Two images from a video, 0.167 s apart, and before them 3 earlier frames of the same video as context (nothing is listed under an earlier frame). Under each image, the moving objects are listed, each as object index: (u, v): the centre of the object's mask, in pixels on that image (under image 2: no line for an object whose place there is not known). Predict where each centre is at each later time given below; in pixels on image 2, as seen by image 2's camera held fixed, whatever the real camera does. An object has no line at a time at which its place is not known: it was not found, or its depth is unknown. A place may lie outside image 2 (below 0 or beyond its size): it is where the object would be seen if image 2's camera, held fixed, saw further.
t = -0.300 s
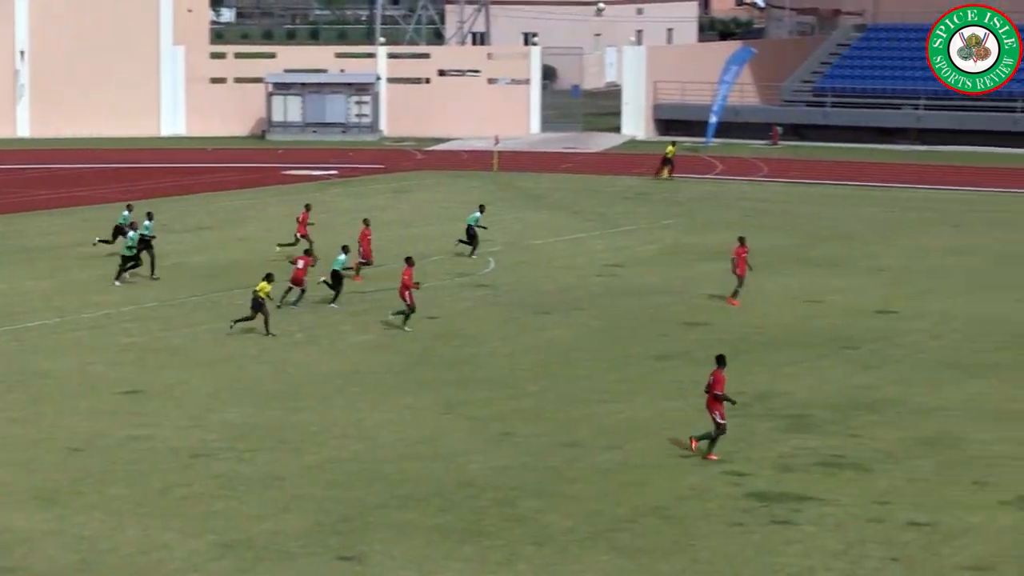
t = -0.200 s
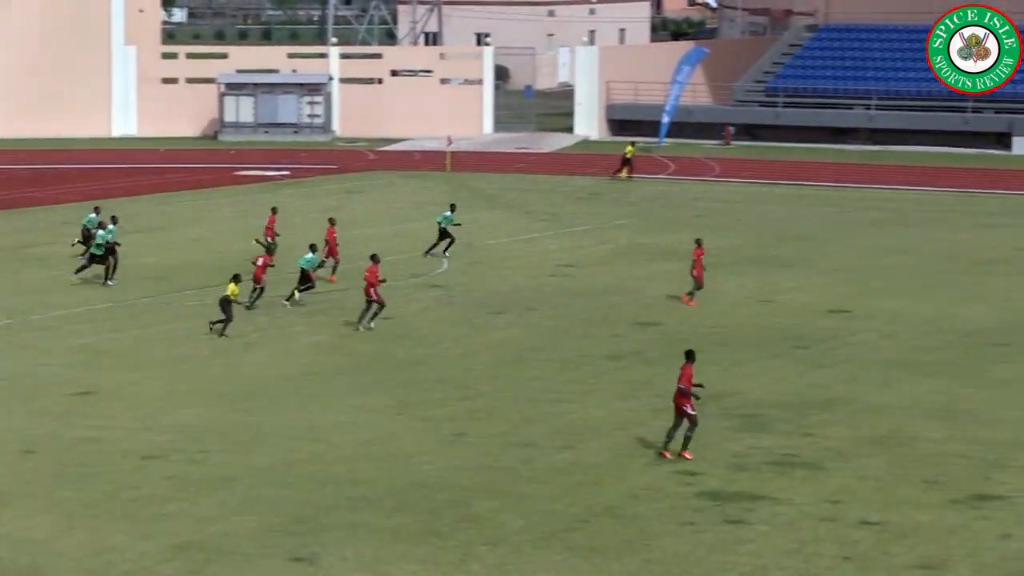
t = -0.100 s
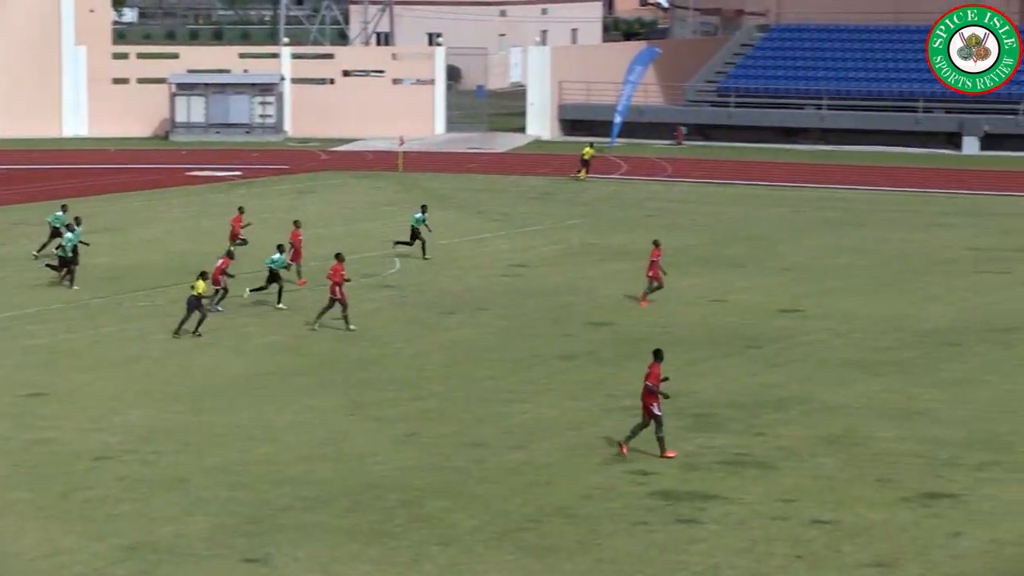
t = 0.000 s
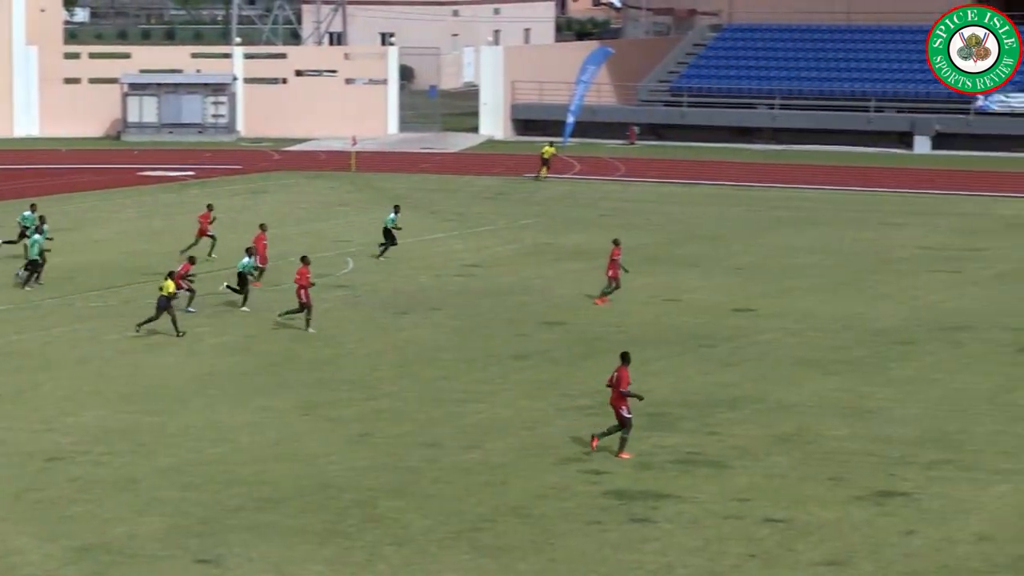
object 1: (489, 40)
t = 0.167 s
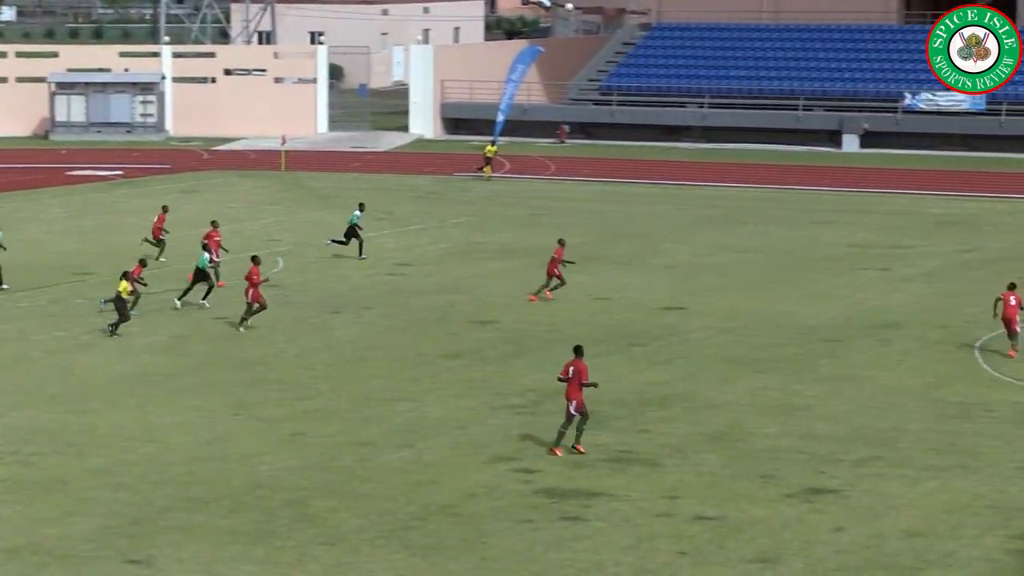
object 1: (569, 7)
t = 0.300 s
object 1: (616, 23)
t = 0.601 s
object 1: (727, 86)
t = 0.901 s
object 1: (833, 185)
